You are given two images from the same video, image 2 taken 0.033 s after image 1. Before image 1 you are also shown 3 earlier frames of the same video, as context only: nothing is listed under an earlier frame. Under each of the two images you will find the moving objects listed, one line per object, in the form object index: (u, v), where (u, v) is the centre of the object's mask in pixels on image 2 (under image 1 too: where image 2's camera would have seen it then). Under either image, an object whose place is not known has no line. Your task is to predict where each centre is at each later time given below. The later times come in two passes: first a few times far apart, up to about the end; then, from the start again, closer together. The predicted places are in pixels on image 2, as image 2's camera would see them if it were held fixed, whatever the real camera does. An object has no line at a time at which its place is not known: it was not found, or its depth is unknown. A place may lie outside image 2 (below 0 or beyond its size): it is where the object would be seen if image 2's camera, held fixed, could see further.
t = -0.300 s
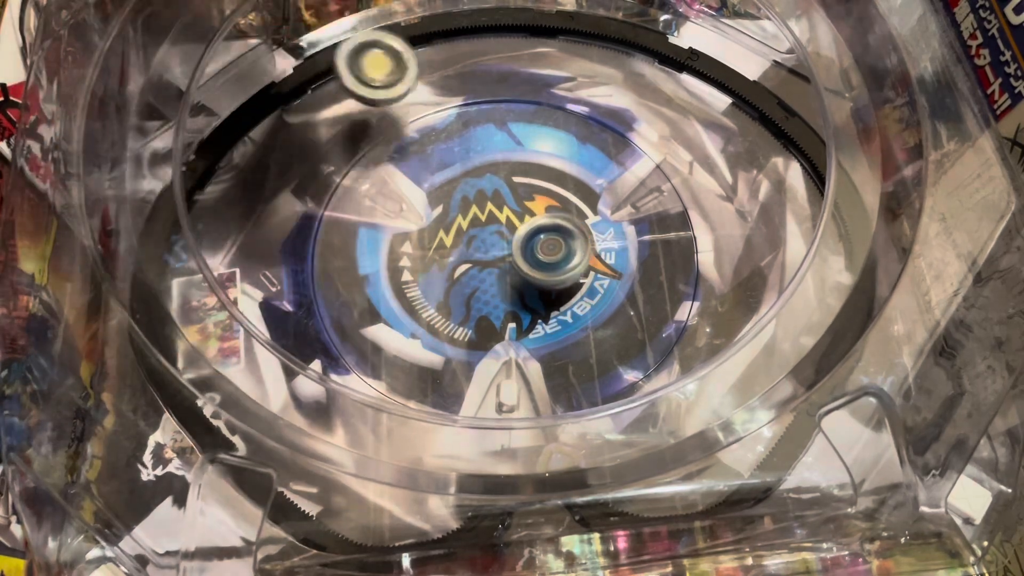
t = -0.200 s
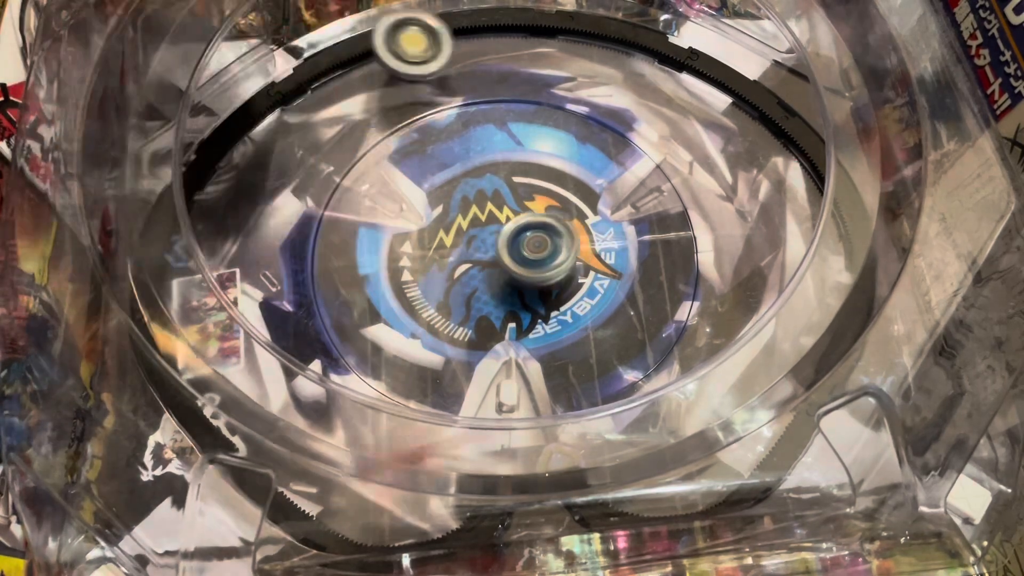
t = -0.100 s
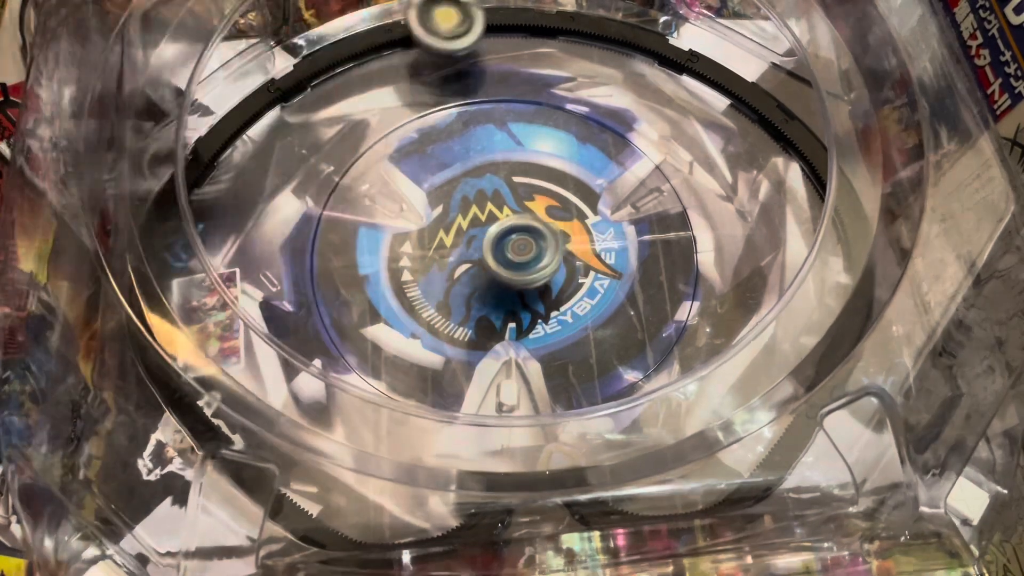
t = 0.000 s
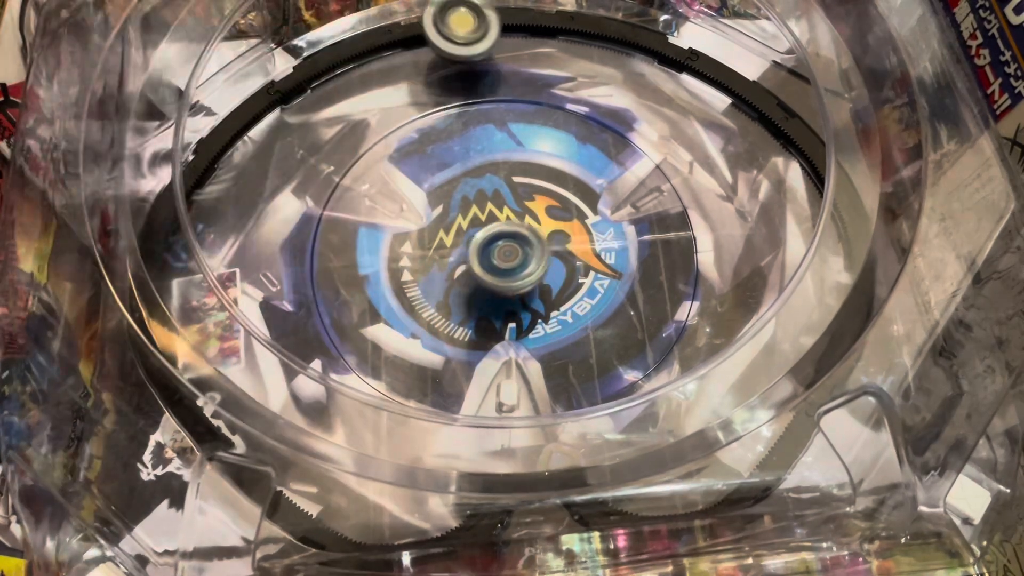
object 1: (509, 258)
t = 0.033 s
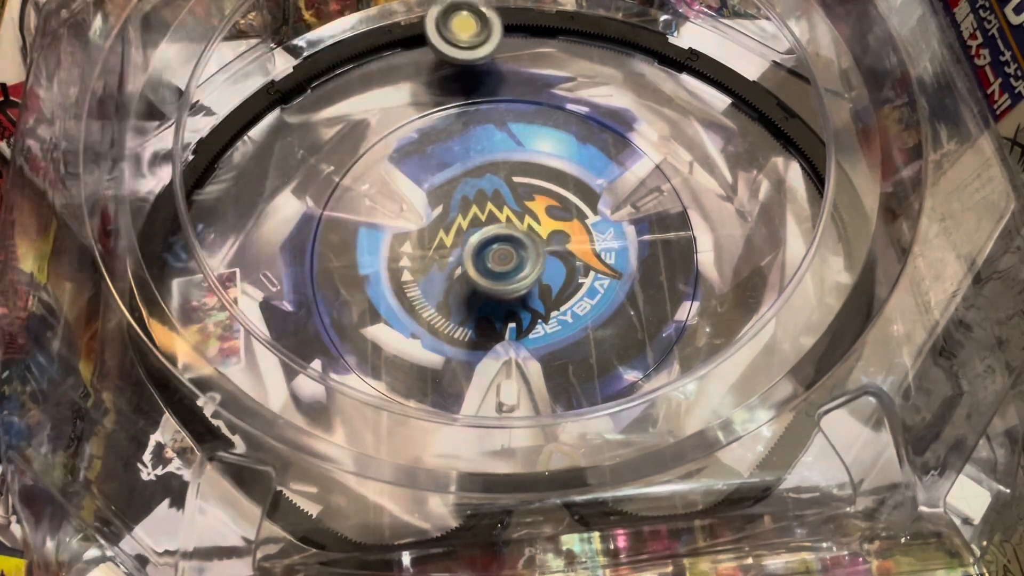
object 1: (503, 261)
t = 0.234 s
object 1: (481, 286)
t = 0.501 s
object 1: (494, 302)
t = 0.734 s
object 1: (512, 278)
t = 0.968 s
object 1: (577, 365)
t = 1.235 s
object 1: (617, 376)
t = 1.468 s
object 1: (561, 280)
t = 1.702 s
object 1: (477, 211)
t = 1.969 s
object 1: (398, 270)
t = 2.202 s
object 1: (501, 364)
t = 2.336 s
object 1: (555, 406)
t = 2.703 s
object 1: (654, 340)
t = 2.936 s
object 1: (568, 230)
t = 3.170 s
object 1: (475, 196)
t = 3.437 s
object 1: (444, 239)
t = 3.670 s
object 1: (463, 266)
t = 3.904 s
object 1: (511, 240)
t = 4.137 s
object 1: (516, 198)
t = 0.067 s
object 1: (498, 265)
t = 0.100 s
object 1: (494, 269)
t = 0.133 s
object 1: (489, 273)
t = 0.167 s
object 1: (485, 278)
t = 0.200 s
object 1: (482, 281)
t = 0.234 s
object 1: (481, 286)
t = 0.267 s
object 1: (480, 290)
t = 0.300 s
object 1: (479, 293)
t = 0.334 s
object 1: (480, 296)
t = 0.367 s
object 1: (481, 298)
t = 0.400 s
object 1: (483, 301)
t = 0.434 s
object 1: (486, 302)
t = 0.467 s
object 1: (490, 303)
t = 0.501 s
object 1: (494, 302)
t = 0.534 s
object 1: (500, 301)
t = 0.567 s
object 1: (506, 299)
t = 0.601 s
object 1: (510, 296)
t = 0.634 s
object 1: (514, 292)
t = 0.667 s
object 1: (516, 288)
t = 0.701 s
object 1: (515, 283)
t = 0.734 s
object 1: (512, 278)
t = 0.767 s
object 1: (507, 271)
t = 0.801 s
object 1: (502, 265)
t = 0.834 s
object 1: (496, 259)
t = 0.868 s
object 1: (504, 274)
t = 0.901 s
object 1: (531, 310)
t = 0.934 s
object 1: (555, 342)
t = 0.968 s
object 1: (577, 365)
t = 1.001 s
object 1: (591, 375)
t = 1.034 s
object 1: (602, 381)
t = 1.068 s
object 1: (617, 405)
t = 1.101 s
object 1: (624, 410)
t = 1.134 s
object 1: (629, 411)
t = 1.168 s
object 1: (630, 407)
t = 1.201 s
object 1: (628, 399)
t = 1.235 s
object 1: (617, 376)
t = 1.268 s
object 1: (613, 371)
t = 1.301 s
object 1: (607, 364)
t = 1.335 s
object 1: (601, 353)
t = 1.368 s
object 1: (591, 336)
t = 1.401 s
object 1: (582, 318)
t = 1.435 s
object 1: (570, 299)
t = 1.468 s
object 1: (561, 280)
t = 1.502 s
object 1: (550, 266)
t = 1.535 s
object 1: (542, 248)
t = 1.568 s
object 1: (532, 234)
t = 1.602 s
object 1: (523, 221)
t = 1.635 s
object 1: (513, 211)
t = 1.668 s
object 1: (503, 204)
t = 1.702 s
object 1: (477, 211)
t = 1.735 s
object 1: (451, 223)
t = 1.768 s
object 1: (428, 232)
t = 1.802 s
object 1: (411, 240)
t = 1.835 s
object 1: (399, 247)
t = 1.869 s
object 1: (393, 253)
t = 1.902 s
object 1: (391, 259)
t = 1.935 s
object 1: (392, 264)
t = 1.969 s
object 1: (398, 270)
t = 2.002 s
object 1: (404, 273)
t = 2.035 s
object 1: (413, 280)
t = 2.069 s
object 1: (433, 307)
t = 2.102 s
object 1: (451, 330)
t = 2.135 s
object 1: (469, 349)
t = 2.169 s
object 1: (486, 359)
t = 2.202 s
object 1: (501, 364)
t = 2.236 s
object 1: (513, 365)
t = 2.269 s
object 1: (524, 360)
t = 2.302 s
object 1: (532, 359)
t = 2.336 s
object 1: (555, 406)
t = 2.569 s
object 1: (649, 443)
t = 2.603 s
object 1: (650, 408)
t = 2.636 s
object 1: (658, 383)
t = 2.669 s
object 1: (653, 354)
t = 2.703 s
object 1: (654, 340)
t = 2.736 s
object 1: (653, 325)
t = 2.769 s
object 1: (644, 306)
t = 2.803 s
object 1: (634, 289)
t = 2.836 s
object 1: (620, 271)
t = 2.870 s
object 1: (603, 255)
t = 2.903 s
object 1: (587, 242)
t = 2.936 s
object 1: (568, 230)
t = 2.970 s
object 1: (552, 219)
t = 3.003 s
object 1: (535, 210)
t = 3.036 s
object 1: (520, 204)
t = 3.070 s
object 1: (505, 200)
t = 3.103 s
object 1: (495, 196)
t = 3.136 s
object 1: (483, 195)
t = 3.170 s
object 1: (475, 196)
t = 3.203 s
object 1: (466, 197)
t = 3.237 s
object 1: (461, 200)
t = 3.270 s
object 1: (456, 205)
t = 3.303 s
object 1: (451, 211)
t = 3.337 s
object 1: (448, 218)
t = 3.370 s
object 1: (446, 226)
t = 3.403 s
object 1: (444, 233)
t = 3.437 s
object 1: (444, 239)
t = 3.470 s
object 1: (445, 246)
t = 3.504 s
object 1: (446, 251)
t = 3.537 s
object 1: (448, 256)
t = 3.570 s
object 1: (451, 259)
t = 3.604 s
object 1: (453, 263)
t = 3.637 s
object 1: (458, 265)
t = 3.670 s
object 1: (463, 266)
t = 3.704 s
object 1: (471, 265)
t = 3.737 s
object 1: (478, 264)
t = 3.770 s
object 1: (485, 261)
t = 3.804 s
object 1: (492, 259)
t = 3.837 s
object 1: (500, 253)
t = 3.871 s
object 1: (506, 247)
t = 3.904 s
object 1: (511, 240)
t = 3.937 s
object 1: (517, 233)
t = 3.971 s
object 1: (521, 226)
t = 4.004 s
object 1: (523, 218)
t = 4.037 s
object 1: (523, 211)
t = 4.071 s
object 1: (523, 205)
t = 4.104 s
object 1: (520, 201)
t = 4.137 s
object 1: (516, 198)
